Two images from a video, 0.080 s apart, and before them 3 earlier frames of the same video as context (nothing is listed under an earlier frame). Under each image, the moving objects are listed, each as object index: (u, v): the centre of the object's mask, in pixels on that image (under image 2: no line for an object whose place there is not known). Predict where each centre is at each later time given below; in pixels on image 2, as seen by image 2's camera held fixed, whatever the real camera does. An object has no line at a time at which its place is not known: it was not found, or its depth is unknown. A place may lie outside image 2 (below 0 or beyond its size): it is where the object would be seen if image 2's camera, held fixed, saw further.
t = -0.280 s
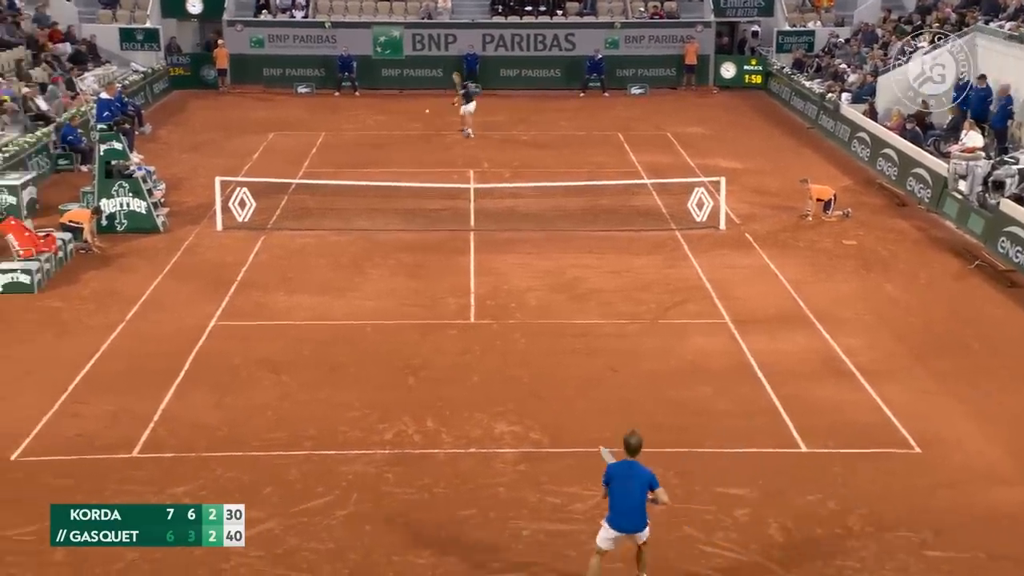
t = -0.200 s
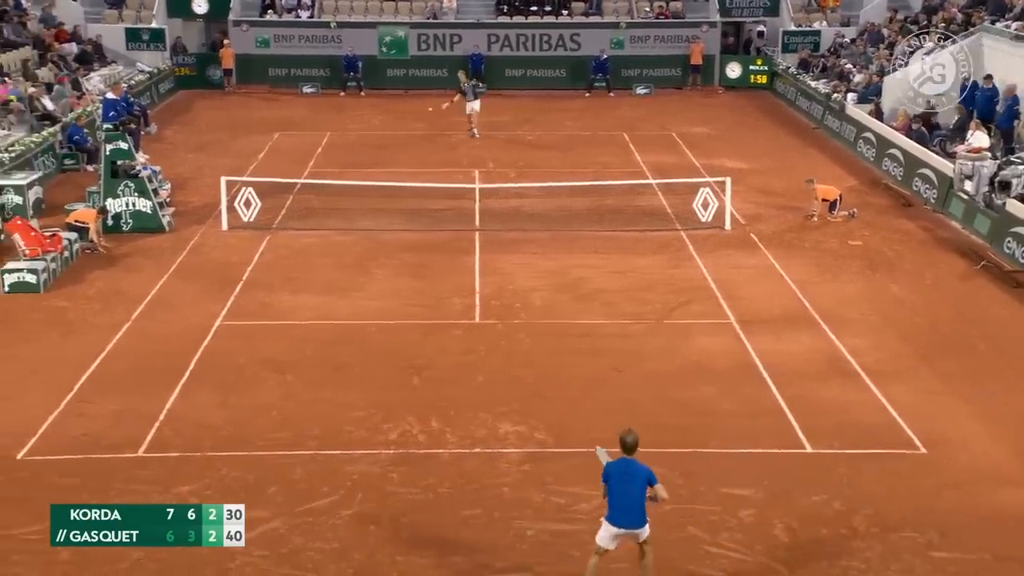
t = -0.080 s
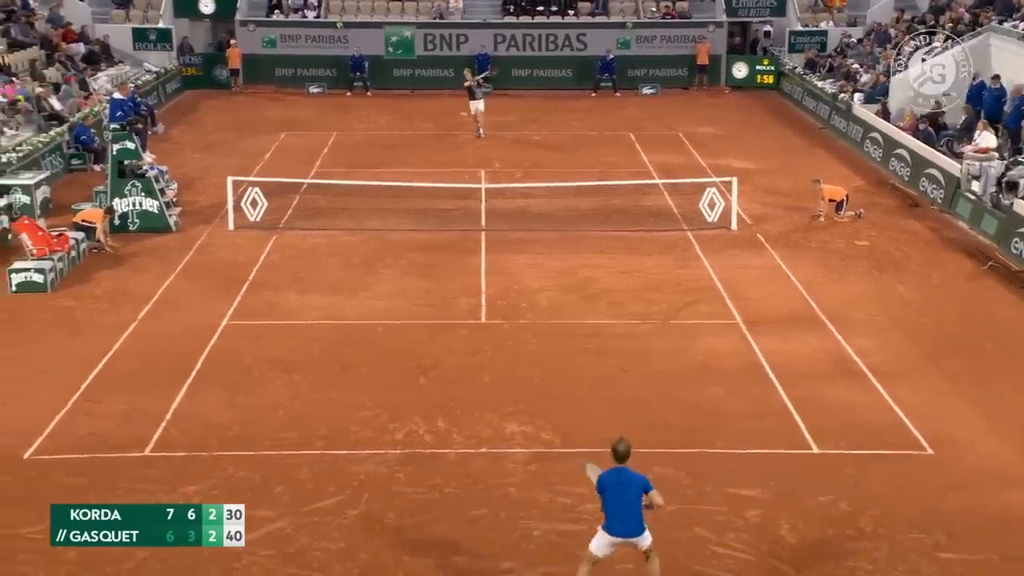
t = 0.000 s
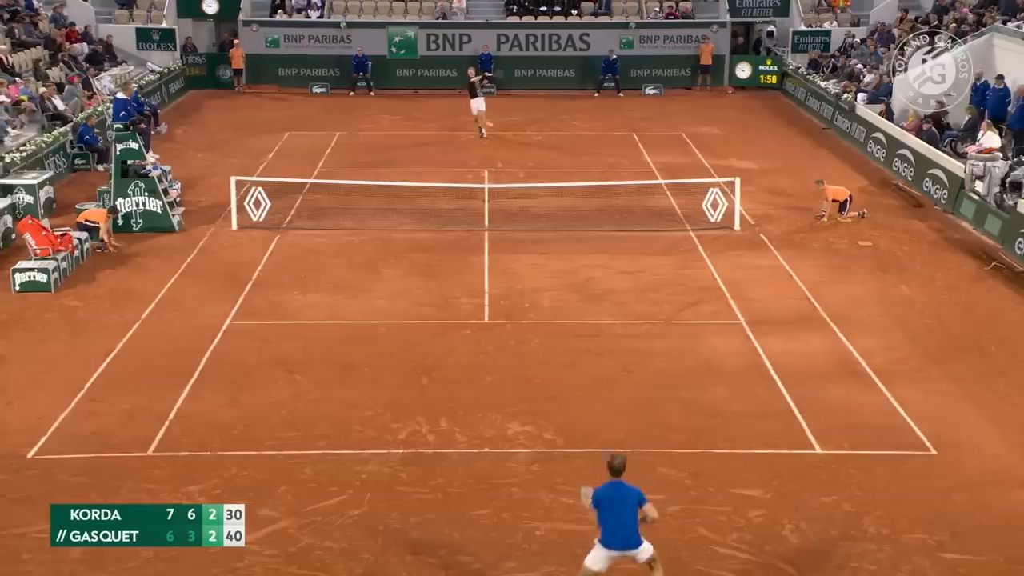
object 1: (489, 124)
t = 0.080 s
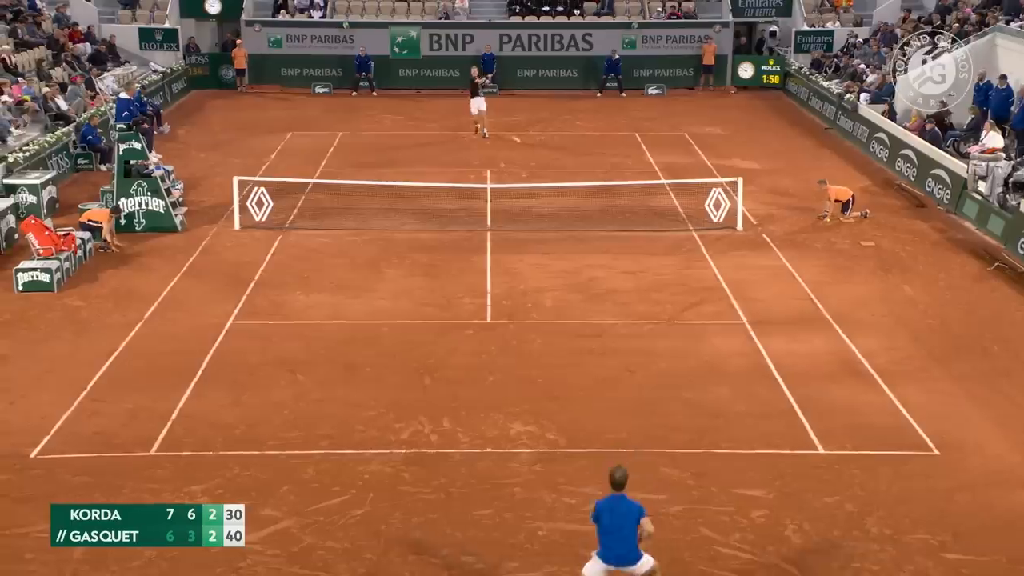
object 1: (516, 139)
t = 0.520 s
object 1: (685, 318)
